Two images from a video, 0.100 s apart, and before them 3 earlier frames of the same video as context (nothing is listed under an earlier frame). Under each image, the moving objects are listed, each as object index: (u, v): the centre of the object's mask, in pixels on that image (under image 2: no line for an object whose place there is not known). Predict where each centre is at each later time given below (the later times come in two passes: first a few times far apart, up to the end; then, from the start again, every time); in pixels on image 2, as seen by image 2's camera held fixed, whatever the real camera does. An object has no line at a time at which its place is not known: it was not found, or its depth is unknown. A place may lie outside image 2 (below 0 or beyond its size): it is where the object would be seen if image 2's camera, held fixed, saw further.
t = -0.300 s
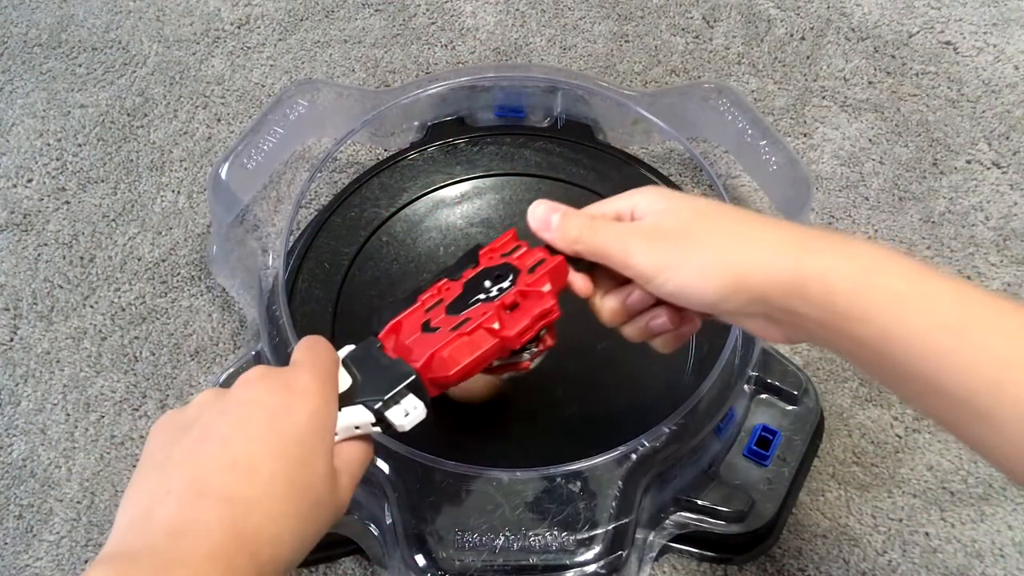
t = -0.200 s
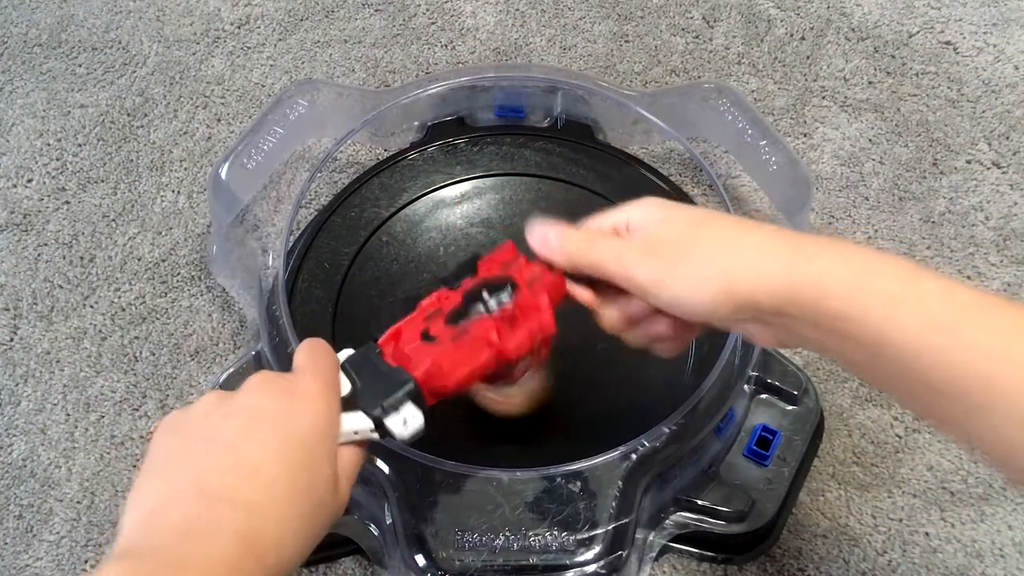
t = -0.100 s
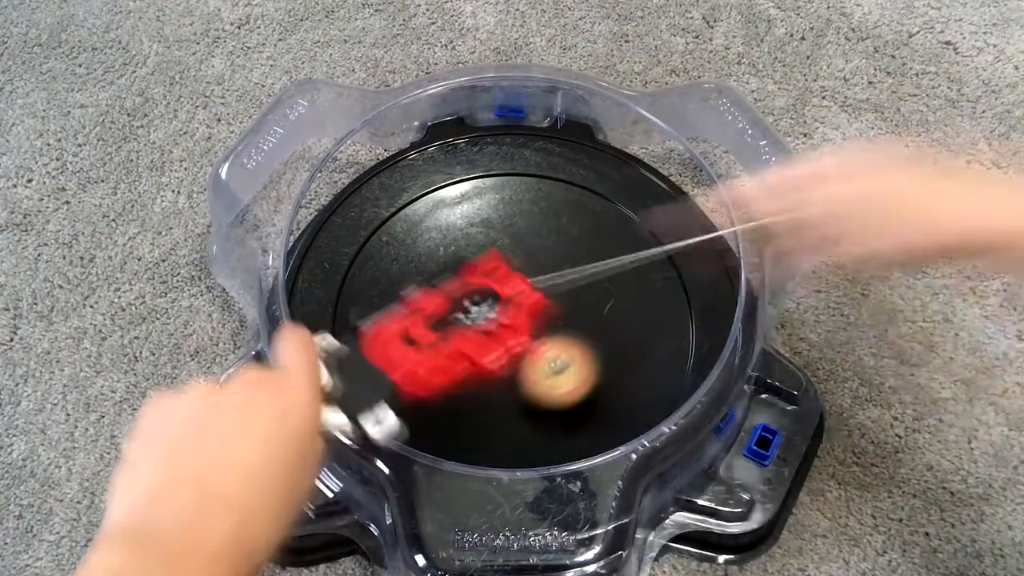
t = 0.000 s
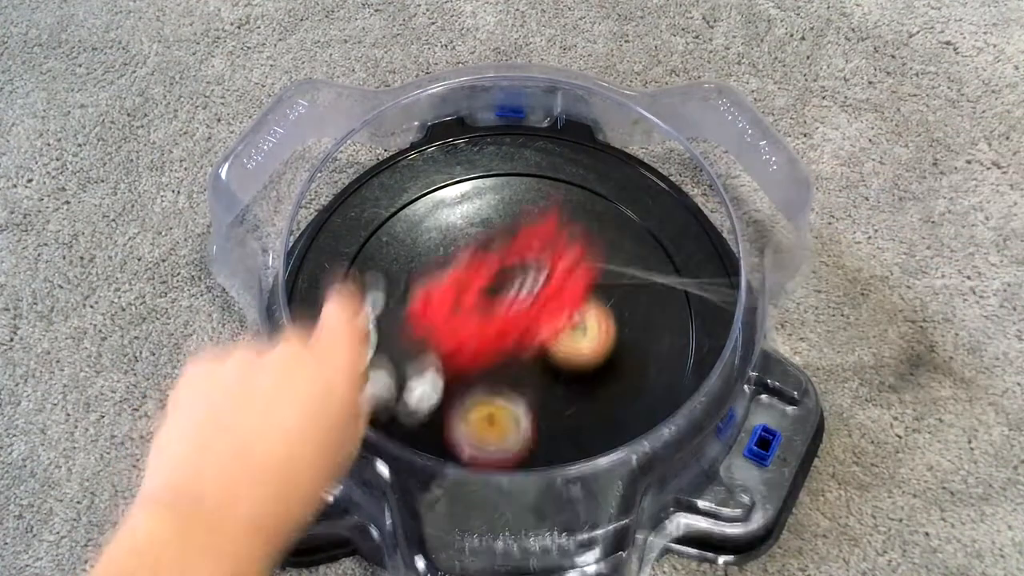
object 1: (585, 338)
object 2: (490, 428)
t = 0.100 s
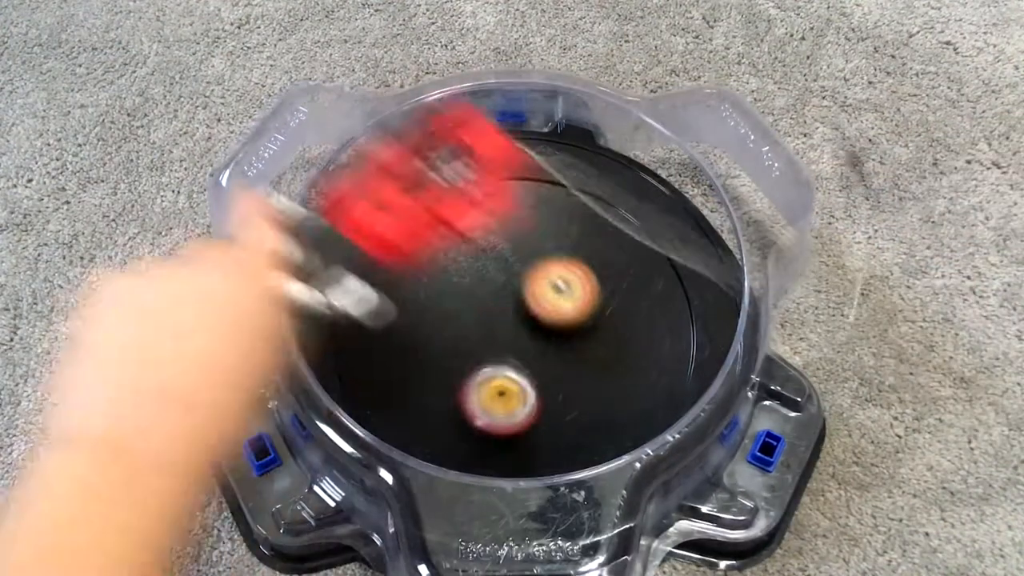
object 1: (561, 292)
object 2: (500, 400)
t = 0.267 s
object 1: (537, 215)
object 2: (436, 310)
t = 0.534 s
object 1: (463, 222)
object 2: (345, 303)
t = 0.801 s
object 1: (475, 320)
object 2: (457, 390)
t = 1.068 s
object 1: (578, 262)
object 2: (591, 351)
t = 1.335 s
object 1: (512, 190)
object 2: (560, 290)
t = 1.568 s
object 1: (429, 256)
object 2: (521, 346)
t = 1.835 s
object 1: (483, 345)
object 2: (624, 361)
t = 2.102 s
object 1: (559, 349)
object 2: (622, 255)
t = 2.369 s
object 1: (536, 341)
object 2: (491, 227)
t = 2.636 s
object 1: (517, 350)
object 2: (451, 433)
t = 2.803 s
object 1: (518, 350)
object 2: (589, 456)
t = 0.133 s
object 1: (550, 284)
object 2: (501, 377)
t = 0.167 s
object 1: (537, 277)
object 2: (498, 345)
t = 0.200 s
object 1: (536, 254)
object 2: (482, 329)
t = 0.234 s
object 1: (538, 232)
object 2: (458, 320)
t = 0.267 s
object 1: (537, 215)
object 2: (436, 310)
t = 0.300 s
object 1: (534, 201)
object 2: (418, 303)
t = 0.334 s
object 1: (528, 191)
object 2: (400, 296)
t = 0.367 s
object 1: (519, 188)
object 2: (385, 291)
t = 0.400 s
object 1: (508, 187)
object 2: (371, 288)
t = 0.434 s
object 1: (495, 192)
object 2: (360, 288)
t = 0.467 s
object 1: (482, 200)
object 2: (352, 291)
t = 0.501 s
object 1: (471, 210)
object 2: (347, 296)
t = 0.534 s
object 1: (463, 222)
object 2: (345, 303)
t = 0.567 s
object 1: (455, 234)
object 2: (346, 314)
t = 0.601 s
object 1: (446, 247)
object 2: (352, 326)
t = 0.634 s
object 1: (439, 262)
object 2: (362, 340)
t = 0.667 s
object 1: (438, 277)
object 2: (376, 354)
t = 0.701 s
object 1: (441, 290)
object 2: (393, 367)
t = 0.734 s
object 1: (449, 304)
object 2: (412, 377)
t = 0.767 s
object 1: (459, 315)
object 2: (435, 384)
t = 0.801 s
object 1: (475, 320)
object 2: (457, 390)
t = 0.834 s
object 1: (491, 320)
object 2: (480, 395)
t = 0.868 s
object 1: (508, 319)
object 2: (501, 397)
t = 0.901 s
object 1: (524, 316)
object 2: (521, 394)
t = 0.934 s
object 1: (539, 311)
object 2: (541, 388)
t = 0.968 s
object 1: (552, 304)
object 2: (558, 378)
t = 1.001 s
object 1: (563, 294)
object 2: (573, 365)
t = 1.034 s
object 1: (571, 280)
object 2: (583, 355)
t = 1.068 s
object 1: (578, 262)
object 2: (591, 351)
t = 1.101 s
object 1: (580, 248)
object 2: (597, 346)
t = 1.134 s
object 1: (578, 235)
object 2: (600, 336)
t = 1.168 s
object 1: (573, 226)
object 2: (598, 325)
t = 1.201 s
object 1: (566, 219)
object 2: (595, 314)
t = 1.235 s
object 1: (557, 215)
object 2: (588, 299)
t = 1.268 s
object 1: (546, 214)
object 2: (578, 285)
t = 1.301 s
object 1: (531, 207)
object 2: (566, 278)
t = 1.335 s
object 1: (512, 190)
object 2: (560, 290)
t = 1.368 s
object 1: (491, 178)
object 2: (552, 303)
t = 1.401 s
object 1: (474, 174)
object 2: (543, 313)
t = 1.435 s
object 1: (459, 185)
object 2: (534, 322)
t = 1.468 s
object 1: (446, 198)
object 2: (528, 329)
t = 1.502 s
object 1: (436, 215)
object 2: (523, 336)
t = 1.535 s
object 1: (431, 235)
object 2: (521, 342)
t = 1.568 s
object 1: (429, 256)
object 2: (521, 346)
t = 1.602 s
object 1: (433, 275)
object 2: (523, 350)
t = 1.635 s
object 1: (441, 296)
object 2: (526, 353)
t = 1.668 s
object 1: (451, 314)
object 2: (531, 354)
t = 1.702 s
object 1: (462, 329)
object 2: (543, 356)
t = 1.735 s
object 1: (463, 335)
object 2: (564, 361)
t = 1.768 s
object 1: (468, 339)
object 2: (588, 365)
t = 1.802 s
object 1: (475, 342)
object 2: (607, 365)
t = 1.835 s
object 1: (483, 345)
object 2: (624, 361)
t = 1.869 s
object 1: (495, 349)
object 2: (634, 355)
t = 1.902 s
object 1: (508, 353)
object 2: (641, 347)
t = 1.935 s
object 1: (522, 355)
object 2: (642, 337)
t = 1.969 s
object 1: (536, 355)
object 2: (640, 325)
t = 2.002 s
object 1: (550, 353)
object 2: (635, 312)
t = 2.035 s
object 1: (563, 348)
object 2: (627, 296)
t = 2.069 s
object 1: (565, 348)
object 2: (624, 276)
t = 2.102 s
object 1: (559, 349)
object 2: (622, 255)
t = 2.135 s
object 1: (552, 348)
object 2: (616, 232)
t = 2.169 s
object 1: (548, 344)
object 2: (604, 217)
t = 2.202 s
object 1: (545, 341)
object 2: (590, 205)
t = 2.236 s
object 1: (544, 338)
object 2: (572, 199)
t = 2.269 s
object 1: (543, 338)
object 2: (552, 198)
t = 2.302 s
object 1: (539, 338)
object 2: (532, 203)
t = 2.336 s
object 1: (537, 340)
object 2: (512, 213)
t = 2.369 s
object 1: (536, 341)
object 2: (491, 227)
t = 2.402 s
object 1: (536, 342)
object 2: (469, 246)
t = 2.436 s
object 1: (536, 342)
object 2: (449, 270)
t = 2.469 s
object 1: (536, 342)
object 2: (434, 296)
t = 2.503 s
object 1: (536, 343)
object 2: (426, 324)
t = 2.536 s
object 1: (532, 346)
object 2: (423, 355)
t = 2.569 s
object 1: (527, 348)
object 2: (425, 383)
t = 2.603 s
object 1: (522, 349)
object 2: (434, 412)
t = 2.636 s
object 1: (517, 350)
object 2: (451, 433)
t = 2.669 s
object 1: (513, 351)
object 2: (472, 458)
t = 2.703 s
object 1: (511, 351)
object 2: (499, 474)
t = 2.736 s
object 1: (513, 351)
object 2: (529, 477)
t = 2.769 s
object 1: (516, 351)
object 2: (558, 472)
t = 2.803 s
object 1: (518, 350)
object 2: (589, 456)
